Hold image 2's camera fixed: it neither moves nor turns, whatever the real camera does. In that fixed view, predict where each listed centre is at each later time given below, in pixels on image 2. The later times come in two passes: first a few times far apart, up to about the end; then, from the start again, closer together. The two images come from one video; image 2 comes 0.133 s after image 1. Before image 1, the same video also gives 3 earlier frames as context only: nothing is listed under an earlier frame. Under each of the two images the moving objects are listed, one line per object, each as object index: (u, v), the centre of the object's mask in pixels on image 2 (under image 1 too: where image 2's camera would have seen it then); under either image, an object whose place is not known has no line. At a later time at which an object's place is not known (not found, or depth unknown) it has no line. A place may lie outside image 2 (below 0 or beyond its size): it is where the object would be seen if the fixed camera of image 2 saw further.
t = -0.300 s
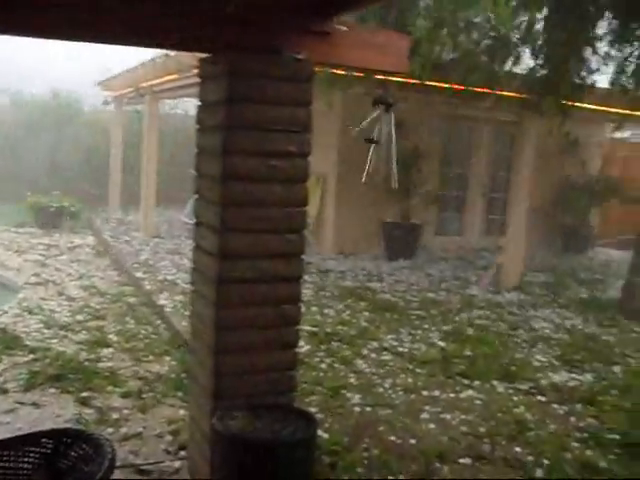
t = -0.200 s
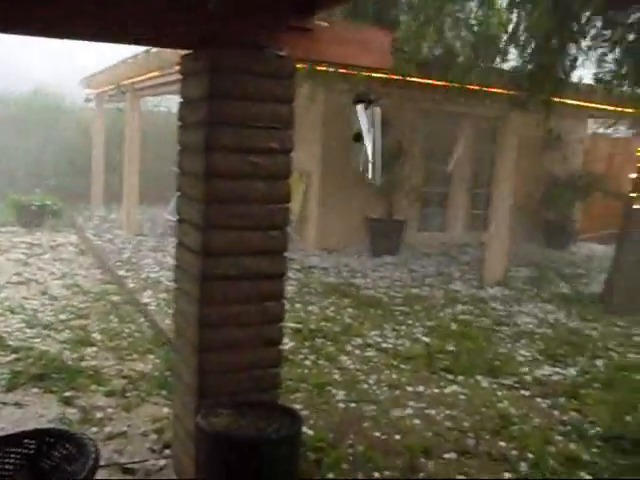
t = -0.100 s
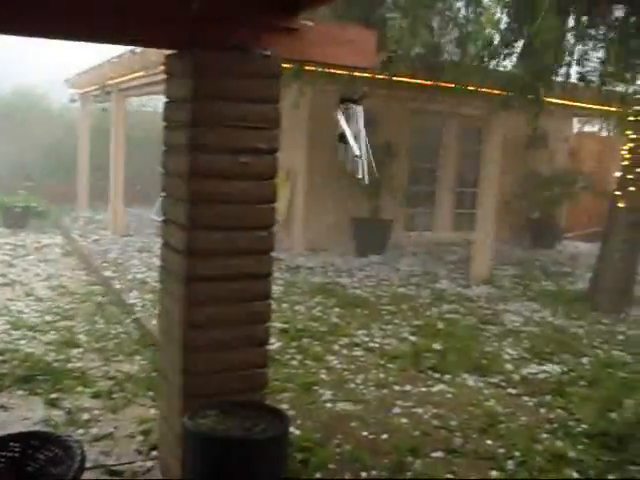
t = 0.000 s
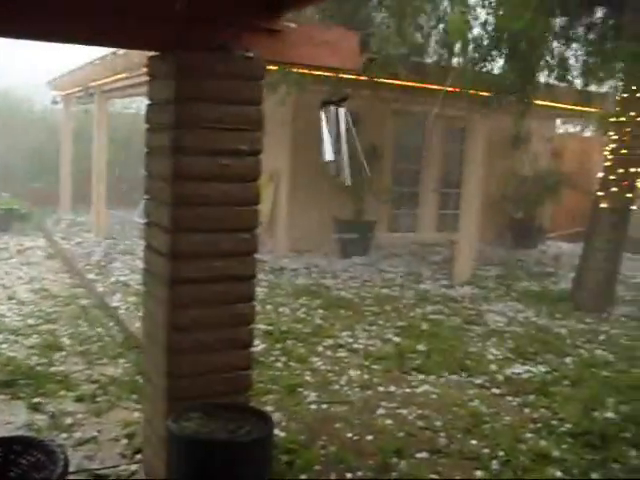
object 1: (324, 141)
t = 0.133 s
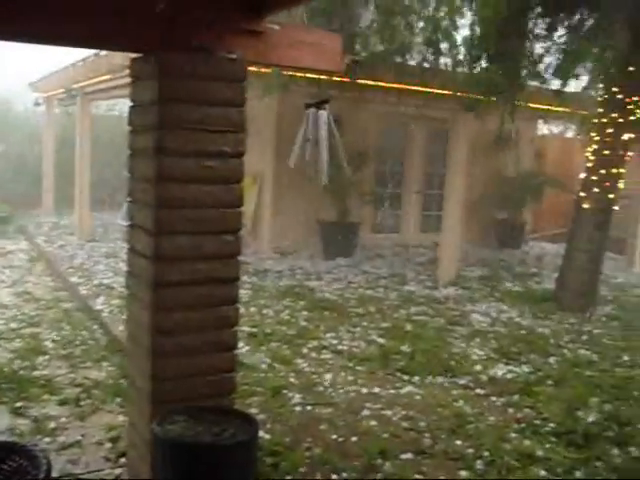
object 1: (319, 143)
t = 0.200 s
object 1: (317, 143)
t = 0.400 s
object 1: (308, 141)
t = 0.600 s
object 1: (307, 140)
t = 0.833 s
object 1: (312, 142)
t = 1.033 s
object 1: (315, 140)
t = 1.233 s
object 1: (302, 143)
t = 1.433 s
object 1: (288, 139)
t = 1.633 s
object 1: (294, 140)
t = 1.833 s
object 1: (306, 143)
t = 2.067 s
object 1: (295, 136)
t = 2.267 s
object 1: (276, 127)
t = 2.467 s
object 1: (278, 133)
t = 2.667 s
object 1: (303, 145)
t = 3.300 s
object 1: (297, 133)
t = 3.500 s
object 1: (282, 136)
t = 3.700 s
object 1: (287, 137)
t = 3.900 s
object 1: (314, 142)
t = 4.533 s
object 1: (293, 136)
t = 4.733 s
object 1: (283, 136)
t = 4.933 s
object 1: (295, 139)
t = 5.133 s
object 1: (316, 141)
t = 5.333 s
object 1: (321, 139)
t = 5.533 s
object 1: (304, 140)
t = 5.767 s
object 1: (289, 134)
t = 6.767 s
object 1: (292, 137)
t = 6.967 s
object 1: (282, 137)
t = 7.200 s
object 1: (292, 127)
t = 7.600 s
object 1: (313, 145)
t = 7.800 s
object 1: (308, 144)
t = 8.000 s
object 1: (295, 142)
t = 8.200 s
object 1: (293, 141)
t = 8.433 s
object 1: (308, 145)
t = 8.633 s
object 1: (323, 137)
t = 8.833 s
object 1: (318, 143)
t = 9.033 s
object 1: (309, 140)
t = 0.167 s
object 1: (318, 142)
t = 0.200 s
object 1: (317, 143)
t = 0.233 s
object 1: (315, 143)
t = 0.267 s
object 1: (315, 142)
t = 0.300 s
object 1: (313, 142)
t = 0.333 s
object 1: (311, 140)
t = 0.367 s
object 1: (309, 141)
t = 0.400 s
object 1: (308, 141)
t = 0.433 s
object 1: (308, 139)
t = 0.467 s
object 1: (308, 139)
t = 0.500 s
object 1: (307, 140)
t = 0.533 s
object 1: (308, 141)
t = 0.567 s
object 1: (307, 142)
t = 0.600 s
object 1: (307, 140)
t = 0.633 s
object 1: (307, 140)
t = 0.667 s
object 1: (308, 141)
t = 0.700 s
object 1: (309, 139)
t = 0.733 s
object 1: (309, 141)
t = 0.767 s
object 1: (310, 141)
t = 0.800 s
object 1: (311, 142)
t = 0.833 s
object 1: (312, 142)
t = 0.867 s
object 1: (312, 143)
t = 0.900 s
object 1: (313, 143)
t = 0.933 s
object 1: (314, 142)
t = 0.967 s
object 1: (315, 142)
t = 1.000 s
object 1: (315, 141)
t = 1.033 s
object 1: (315, 140)
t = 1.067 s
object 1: (313, 140)
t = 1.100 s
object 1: (312, 140)
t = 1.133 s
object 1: (311, 141)
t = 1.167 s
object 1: (308, 144)
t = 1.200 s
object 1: (306, 143)
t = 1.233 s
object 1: (302, 143)
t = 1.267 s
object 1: (298, 138)
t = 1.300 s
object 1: (294, 139)
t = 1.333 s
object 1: (292, 140)
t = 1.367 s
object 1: (290, 140)
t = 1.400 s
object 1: (289, 140)
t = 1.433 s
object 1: (288, 139)
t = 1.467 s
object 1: (287, 138)
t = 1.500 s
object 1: (288, 138)
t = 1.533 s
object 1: (288, 139)
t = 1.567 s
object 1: (289, 141)
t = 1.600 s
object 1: (292, 139)
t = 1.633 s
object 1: (294, 140)
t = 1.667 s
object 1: (296, 142)
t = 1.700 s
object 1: (299, 139)
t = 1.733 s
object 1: (300, 144)
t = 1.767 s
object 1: (303, 143)
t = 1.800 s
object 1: (304, 143)
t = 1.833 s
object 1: (306, 143)
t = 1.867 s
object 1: (307, 143)
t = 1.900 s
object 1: (307, 143)
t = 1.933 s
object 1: (306, 142)
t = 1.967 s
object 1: (304, 141)
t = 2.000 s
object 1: (301, 140)
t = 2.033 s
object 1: (298, 138)
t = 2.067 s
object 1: (295, 136)
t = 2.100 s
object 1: (292, 127)
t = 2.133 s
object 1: (289, 122)
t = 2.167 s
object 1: (285, 124)
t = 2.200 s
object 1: (280, 128)
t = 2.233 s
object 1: (277, 128)
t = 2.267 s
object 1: (276, 127)
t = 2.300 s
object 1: (274, 127)
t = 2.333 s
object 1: (273, 130)
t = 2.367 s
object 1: (273, 130)
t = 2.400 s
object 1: (274, 130)
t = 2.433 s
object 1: (276, 131)
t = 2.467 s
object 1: (278, 133)
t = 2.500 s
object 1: (281, 136)
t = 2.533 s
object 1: (283, 139)
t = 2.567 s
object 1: (287, 140)
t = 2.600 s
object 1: (292, 143)
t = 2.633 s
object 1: (297, 145)
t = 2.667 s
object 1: (303, 145)
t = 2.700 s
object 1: (308, 144)
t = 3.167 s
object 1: (311, 142)
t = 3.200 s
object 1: (308, 144)
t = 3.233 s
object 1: (306, 134)
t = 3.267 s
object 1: (300, 133)
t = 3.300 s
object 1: (297, 133)
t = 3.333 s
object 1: (293, 135)
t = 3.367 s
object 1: (290, 136)
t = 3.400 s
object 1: (287, 136)
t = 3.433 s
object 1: (285, 135)
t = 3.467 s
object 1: (283, 135)
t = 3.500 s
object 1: (282, 136)
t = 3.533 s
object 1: (282, 136)
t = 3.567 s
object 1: (282, 136)
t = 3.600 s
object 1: (283, 137)
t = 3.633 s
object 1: (284, 135)
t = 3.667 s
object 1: (285, 138)
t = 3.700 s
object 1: (287, 137)
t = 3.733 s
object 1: (290, 139)
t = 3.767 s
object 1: (294, 140)
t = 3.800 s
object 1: (300, 140)
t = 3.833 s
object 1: (304, 140)
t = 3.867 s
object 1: (309, 144)
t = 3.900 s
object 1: (314, 142)
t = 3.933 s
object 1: (318, 142)
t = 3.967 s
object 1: (323, 140)
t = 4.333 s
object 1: (316, 140)
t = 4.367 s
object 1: (311, 142)
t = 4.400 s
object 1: (307, 142)
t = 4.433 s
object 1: (303, 138)
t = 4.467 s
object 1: (299, 136)
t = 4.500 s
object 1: (296, 137)
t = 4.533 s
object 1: (293, 136)
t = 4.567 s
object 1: (292, 135)
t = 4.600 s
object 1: (288, 132)
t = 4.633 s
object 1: (285, 134)
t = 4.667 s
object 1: (284, 136)
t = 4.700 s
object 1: (282, 135)
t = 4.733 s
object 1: (283, 136)
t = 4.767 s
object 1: (283, 137)
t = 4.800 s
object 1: (284, 137)
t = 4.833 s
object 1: (285, 139)
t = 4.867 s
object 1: (287, 139)
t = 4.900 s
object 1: (290, 140)
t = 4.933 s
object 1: (295, 139)
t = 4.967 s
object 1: (298, 140)
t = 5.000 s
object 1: (301, 141)
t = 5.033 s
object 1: (306, 140)
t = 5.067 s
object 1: (309, 142)
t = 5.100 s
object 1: (313, 142)
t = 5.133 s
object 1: (316, 141)
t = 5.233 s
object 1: (321, 140)
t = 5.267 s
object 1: (320, 140)
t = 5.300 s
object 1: (322, 140)
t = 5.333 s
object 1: (321, 139)
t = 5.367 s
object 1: (322, 137)
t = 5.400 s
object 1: (321, 137)
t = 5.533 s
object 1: (304, 140)
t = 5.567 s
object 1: (302, 140)
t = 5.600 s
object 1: (298, 138)
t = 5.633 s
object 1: (296, 136)
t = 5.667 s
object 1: (293, 136)
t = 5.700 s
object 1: (290, 135)
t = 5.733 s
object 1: (288, 135)
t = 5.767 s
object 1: (289, 134)
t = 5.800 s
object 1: (287, 134)
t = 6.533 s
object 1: (310, 144)
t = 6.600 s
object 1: (306, 140)
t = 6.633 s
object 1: (305, 144)
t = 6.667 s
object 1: (303, 147)
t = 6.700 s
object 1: (300, 143)
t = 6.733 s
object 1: (296, 142)
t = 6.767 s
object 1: (292, 137)
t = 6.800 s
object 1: (289, 140)
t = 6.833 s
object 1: (285, 139)
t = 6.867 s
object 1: (283, 141)
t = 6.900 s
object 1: (282, 140)
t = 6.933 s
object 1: (282, 137)
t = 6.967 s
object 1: (282, 137)
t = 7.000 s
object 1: (283, 136)
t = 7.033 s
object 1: (284, 133)
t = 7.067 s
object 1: (286, 131)
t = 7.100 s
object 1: (286, 131)
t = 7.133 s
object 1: (286, 130)
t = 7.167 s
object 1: (285, 130)
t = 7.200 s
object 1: (292, 127)
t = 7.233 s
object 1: (293, 130)
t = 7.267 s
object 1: (296, 136)
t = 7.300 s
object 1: (296, 139)
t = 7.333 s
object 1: (297, 145)
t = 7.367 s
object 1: (301, 142)
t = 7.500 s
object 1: (312, 146)
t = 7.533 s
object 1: (314, 144)
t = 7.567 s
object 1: (315, 143)
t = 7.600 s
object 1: (313, 145)
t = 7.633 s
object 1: (315, 145)
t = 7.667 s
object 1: (314, 145)
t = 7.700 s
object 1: (314, 146)
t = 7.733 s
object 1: (311, 146)
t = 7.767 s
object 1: (310, 144)
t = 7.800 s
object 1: (308, 144)
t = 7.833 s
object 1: (308, 144)
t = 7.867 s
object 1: (305, 142)
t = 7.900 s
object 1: (302, 143)
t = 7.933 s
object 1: (299, 144)
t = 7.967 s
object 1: (297, 142)
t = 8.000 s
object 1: (295, 142)
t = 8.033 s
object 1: (294, 142)
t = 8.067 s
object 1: (293, 142)
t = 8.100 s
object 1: (292, 140)
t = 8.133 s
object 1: (292, 141)
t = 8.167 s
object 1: (293, 141)
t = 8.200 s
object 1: (293, 141)
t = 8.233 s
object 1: (295, 139)
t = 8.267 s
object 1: (298, 141)
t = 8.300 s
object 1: (300, 142)
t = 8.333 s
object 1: (302, 144)
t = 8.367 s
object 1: (304, 144)
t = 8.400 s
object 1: (306, 145)
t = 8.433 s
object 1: (308, 145)
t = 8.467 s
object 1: (311, 145)
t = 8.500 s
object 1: (313, 144)
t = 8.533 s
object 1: (317, 142)
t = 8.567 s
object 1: (319, 139)
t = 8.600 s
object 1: (322, 137)
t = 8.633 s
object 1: (323, 137)
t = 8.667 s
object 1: (324, 137)
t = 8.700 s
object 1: (324, 137)
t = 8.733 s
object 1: (323, 139)
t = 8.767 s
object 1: (322, 143)
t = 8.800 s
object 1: (320, 143)
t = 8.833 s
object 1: (318, 143)
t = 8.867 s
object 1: (317, 143)
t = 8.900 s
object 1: (315, 142)
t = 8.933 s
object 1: (314, 143)
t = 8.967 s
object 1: (312, 141)
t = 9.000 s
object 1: (310, 141)
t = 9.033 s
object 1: (309, 140)
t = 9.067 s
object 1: (307, 140)
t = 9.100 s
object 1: (306, 141)
